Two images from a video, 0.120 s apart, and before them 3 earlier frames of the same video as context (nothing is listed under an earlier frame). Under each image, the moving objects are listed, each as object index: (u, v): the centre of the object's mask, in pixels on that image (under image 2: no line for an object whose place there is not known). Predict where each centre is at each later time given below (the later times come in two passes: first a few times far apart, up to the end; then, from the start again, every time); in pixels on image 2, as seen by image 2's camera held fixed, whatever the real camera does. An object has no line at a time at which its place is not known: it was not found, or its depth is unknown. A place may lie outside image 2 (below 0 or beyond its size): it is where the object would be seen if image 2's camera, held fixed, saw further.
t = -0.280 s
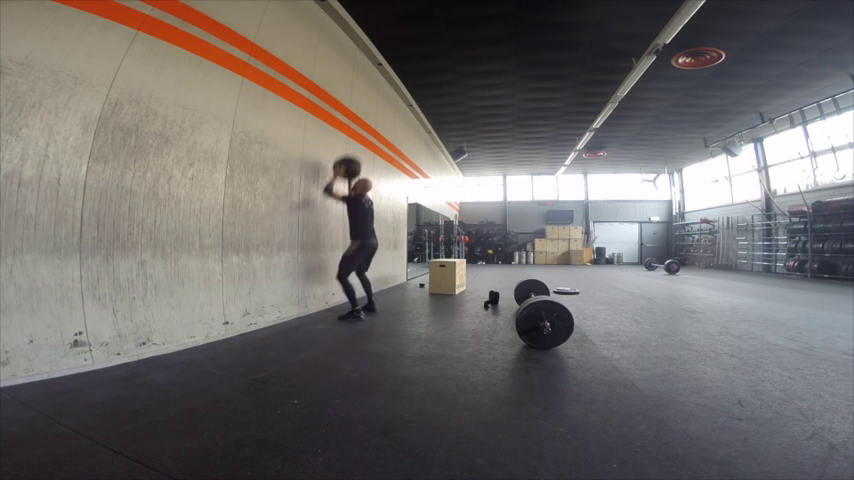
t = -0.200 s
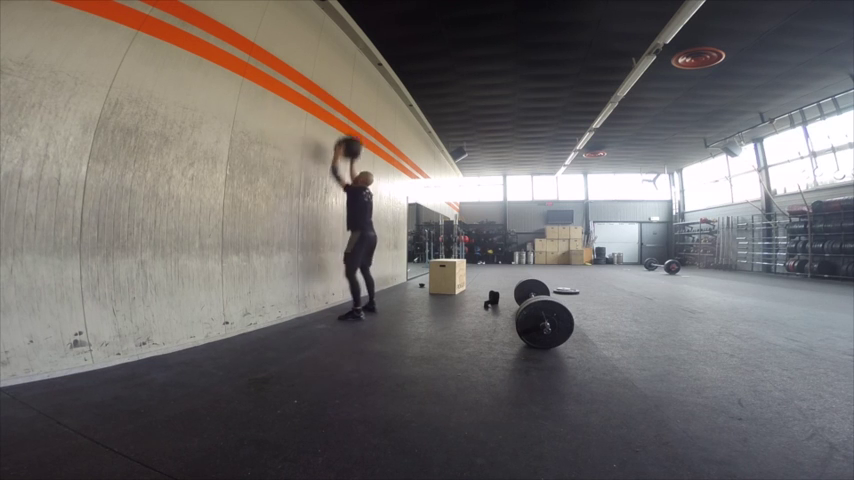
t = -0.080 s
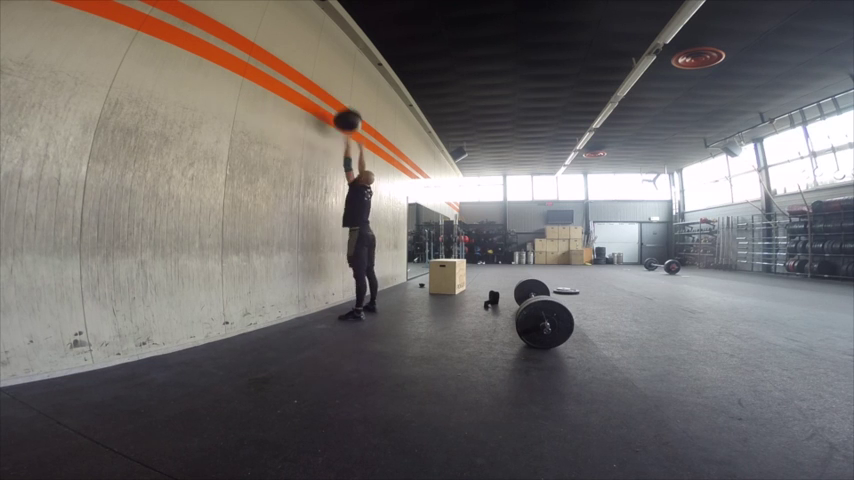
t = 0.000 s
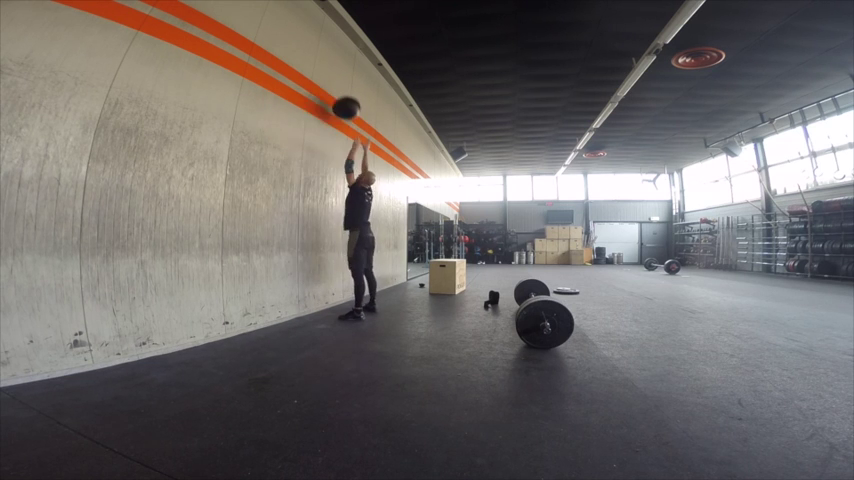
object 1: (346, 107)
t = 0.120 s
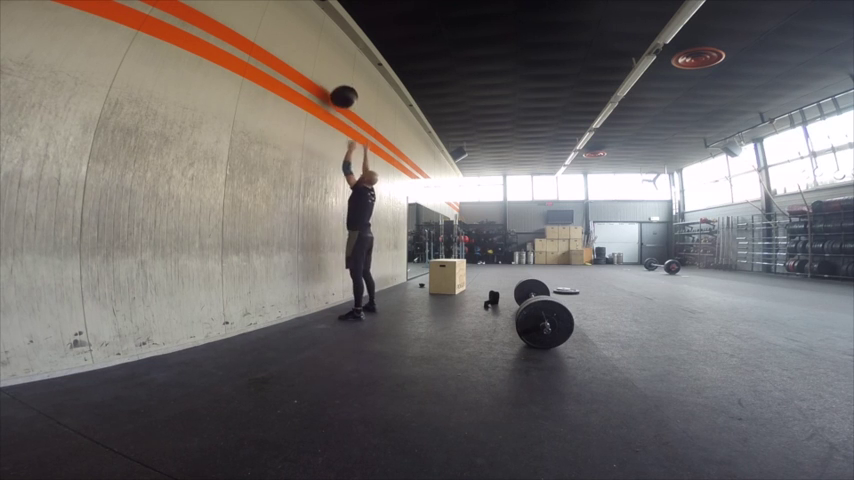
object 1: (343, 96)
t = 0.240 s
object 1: (339, 94)
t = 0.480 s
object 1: (338, 108)
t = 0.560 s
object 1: (338, 121)
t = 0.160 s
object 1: (342, 94)
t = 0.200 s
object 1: (341, 94)
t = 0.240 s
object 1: (339, 94)
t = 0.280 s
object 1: (338, 94)
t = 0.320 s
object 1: (337, 96)
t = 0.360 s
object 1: (337, 98)
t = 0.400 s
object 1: (337, 100)
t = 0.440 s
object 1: (338, 104)
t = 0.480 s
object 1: (338, 108)
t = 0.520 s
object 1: (338, 114)
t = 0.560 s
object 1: (338, 121)
